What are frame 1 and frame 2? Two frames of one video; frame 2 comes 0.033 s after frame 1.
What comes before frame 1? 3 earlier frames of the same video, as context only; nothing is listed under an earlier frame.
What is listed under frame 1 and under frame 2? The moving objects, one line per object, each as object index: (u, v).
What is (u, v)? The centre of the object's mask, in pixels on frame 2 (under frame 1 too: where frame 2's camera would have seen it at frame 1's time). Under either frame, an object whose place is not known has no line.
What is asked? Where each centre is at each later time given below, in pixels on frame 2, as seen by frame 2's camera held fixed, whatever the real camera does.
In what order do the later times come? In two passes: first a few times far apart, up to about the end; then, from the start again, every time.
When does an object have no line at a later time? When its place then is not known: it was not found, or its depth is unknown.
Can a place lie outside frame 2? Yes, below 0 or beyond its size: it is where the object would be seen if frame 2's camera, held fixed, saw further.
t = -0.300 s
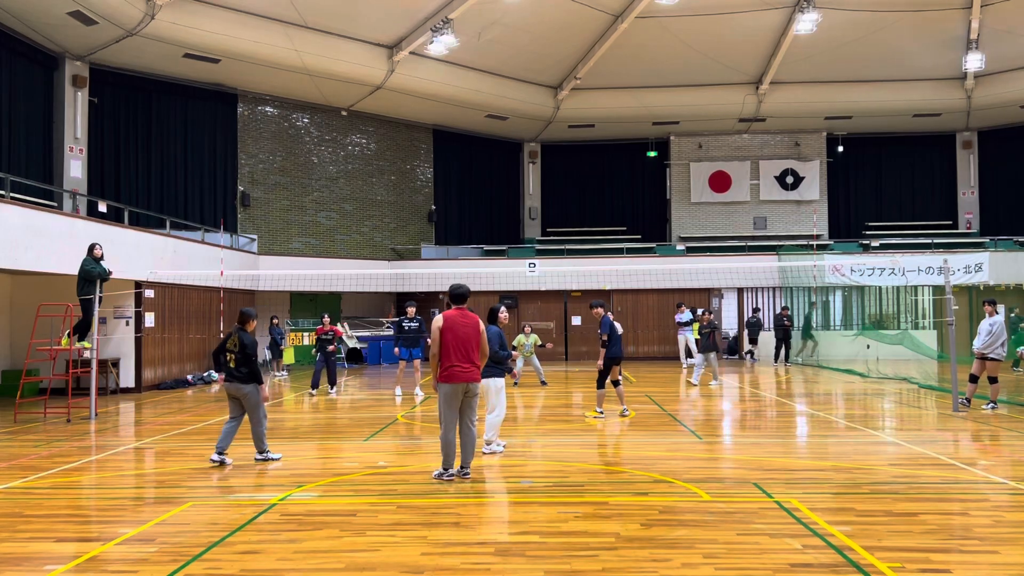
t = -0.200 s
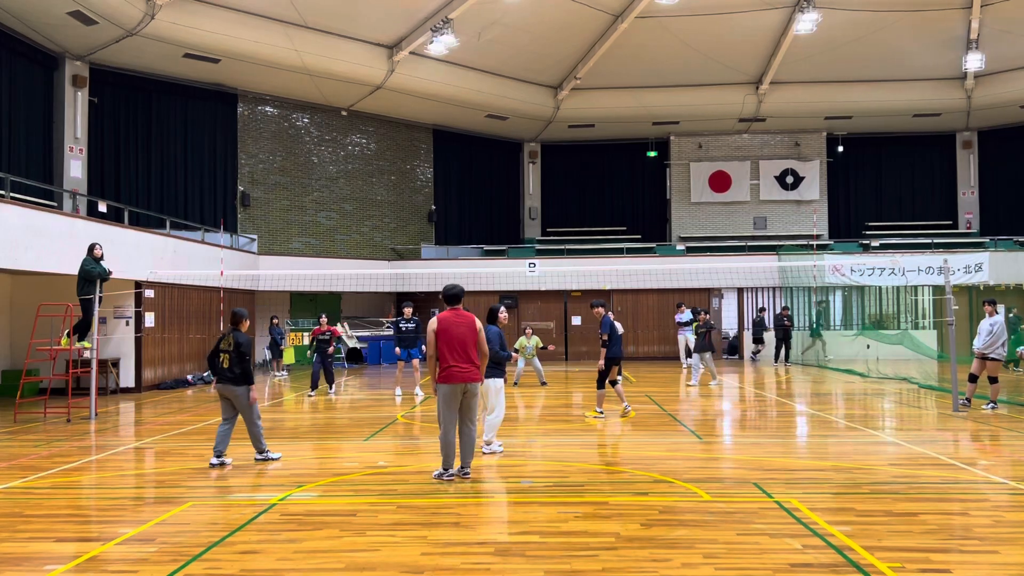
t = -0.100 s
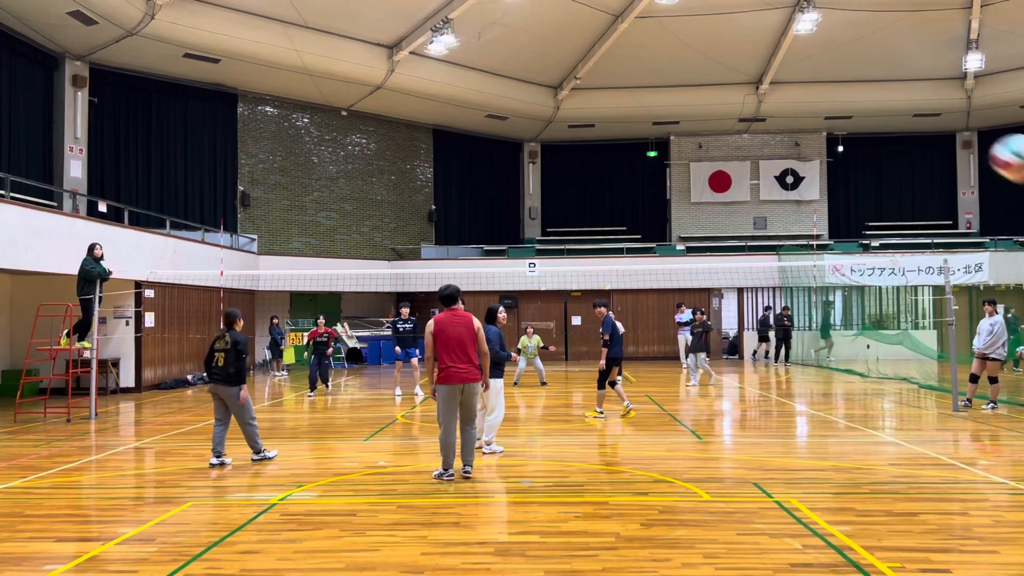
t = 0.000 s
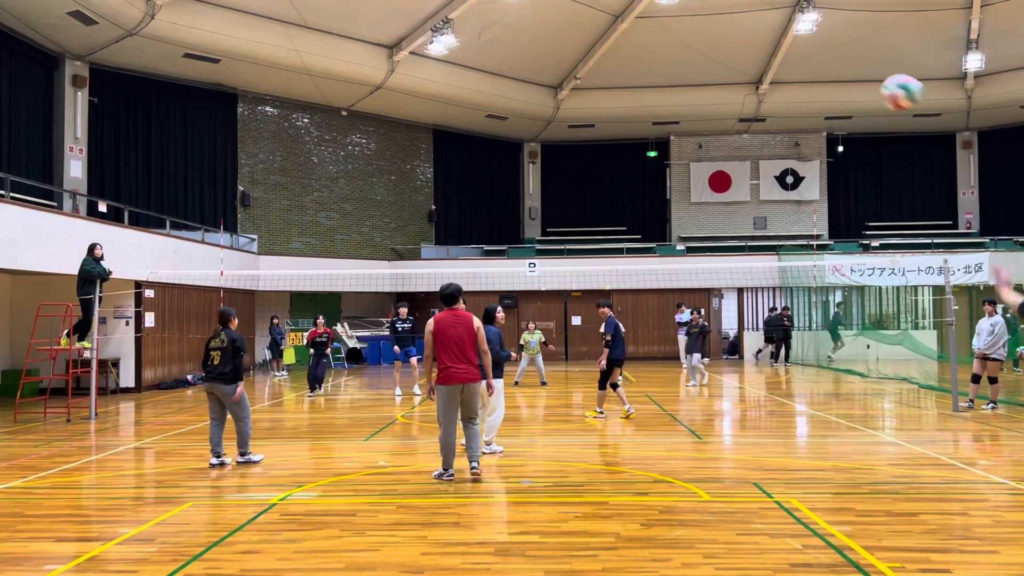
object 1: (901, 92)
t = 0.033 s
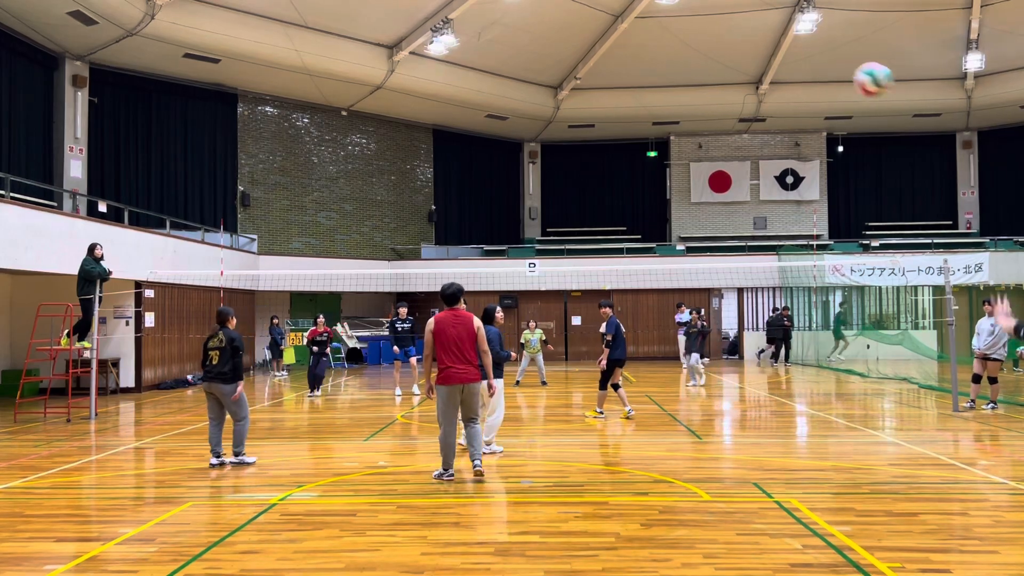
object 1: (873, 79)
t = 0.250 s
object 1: (749, 47)
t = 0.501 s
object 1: (679, 73)
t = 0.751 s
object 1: (637, 132)
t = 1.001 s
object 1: (611, 207)
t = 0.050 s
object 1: (859, 73)
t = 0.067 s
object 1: (848, 69)
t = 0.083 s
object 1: (836, 64)
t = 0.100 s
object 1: (825, 61)
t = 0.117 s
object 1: (815, 58)
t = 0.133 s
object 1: (805, 55)
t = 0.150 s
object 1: (796, 53)
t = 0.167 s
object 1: (786, 51)
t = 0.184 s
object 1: (778, 49)
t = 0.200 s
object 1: (770, 48)
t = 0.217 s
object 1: (763, 48)
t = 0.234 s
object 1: (756, 47)
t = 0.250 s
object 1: (749, 47)
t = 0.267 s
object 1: (743, 47)
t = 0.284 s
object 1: (738, 48)
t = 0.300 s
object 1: (732, 49)
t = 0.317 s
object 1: (727, 50)
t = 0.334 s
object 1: (722, 51)
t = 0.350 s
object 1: (717, 53)
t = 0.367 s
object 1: (712, 54)
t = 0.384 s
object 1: (707, 56)
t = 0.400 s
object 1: (703, 58)
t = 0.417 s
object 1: (699, 60)
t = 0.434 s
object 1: (694, 62)
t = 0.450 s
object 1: (691, 65)
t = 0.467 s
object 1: (687, 67)
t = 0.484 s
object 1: (683, 70)
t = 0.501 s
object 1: (679, 73)
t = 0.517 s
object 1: (676, 76)
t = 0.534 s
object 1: (673, 80)
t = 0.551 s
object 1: (670, 83)
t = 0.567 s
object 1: (667, 87)
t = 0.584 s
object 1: (664, 91)
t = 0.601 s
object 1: (661, 94)
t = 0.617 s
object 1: (658, 98)
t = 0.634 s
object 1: (655, 102)
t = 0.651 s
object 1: (652, 106)
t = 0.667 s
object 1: (649, 110)
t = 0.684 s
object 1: (647, 114)
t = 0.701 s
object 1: (644, 119)
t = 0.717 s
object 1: (642, 123)
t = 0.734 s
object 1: (639, 128)
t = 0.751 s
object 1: (637, 132)
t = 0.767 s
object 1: (635, 137)
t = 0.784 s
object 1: (632, 141)
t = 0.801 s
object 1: (630, 146)
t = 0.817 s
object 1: (628, 151)
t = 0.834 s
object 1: (627, 156)
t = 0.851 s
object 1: (625, 161)
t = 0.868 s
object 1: (623, 166)
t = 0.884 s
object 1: (621, 171)
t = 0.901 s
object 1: (620, 176)
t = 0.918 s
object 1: (618, 181)
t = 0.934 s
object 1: (617, 186)
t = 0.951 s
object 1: (615, 191)
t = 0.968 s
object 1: (614, 196)
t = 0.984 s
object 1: (612, 201)
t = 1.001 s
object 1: (611, 207)
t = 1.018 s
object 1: (609, 212)
